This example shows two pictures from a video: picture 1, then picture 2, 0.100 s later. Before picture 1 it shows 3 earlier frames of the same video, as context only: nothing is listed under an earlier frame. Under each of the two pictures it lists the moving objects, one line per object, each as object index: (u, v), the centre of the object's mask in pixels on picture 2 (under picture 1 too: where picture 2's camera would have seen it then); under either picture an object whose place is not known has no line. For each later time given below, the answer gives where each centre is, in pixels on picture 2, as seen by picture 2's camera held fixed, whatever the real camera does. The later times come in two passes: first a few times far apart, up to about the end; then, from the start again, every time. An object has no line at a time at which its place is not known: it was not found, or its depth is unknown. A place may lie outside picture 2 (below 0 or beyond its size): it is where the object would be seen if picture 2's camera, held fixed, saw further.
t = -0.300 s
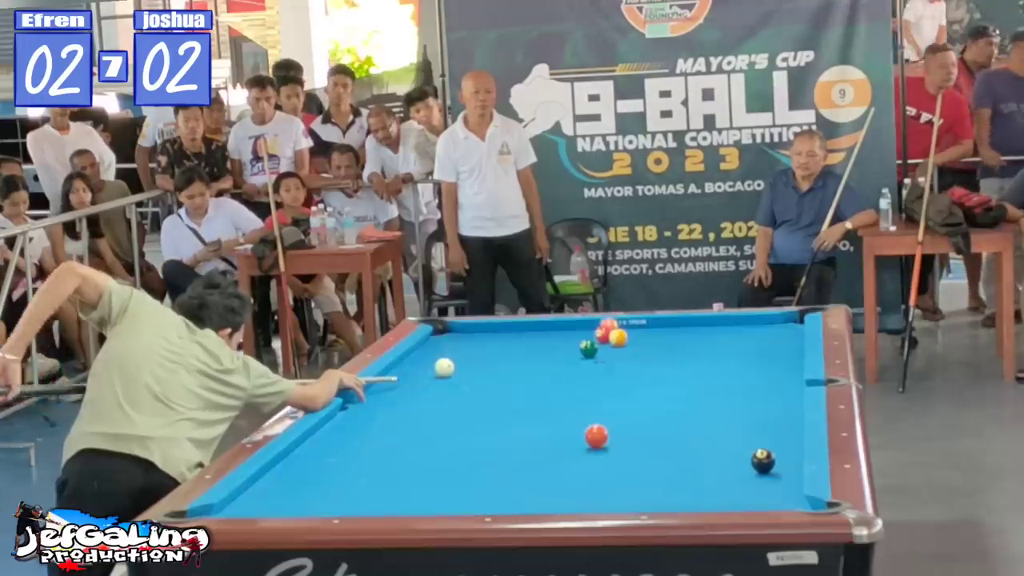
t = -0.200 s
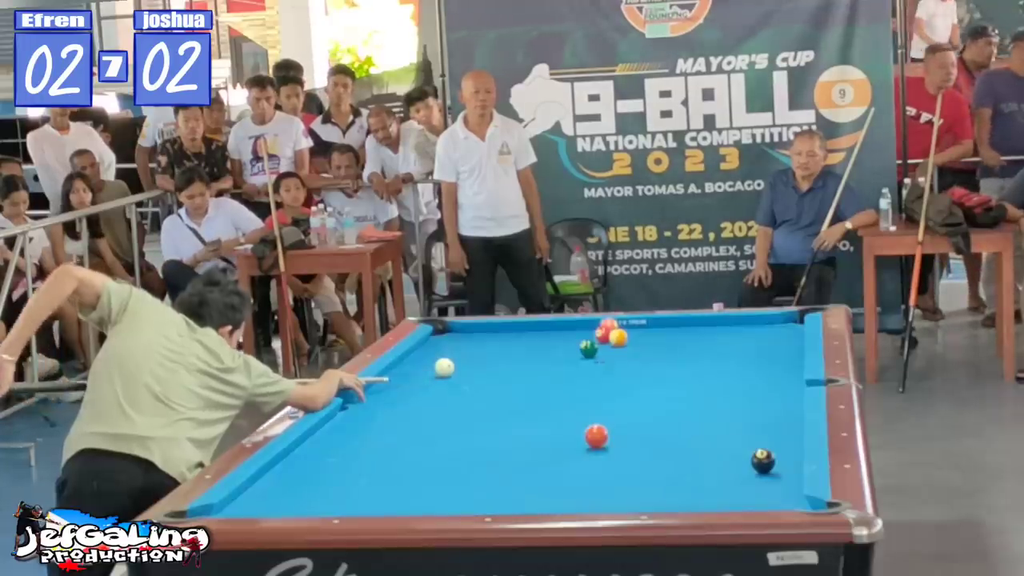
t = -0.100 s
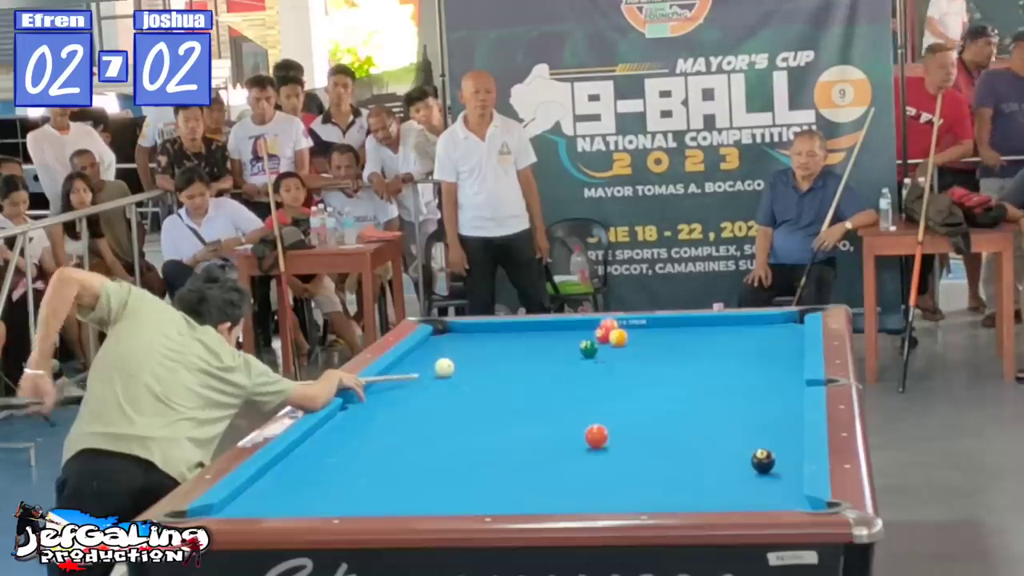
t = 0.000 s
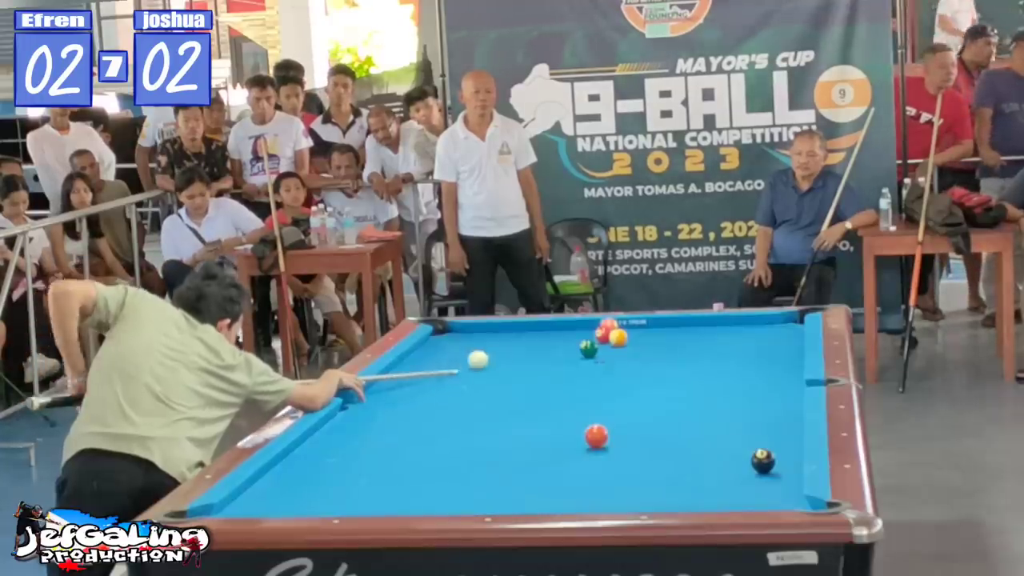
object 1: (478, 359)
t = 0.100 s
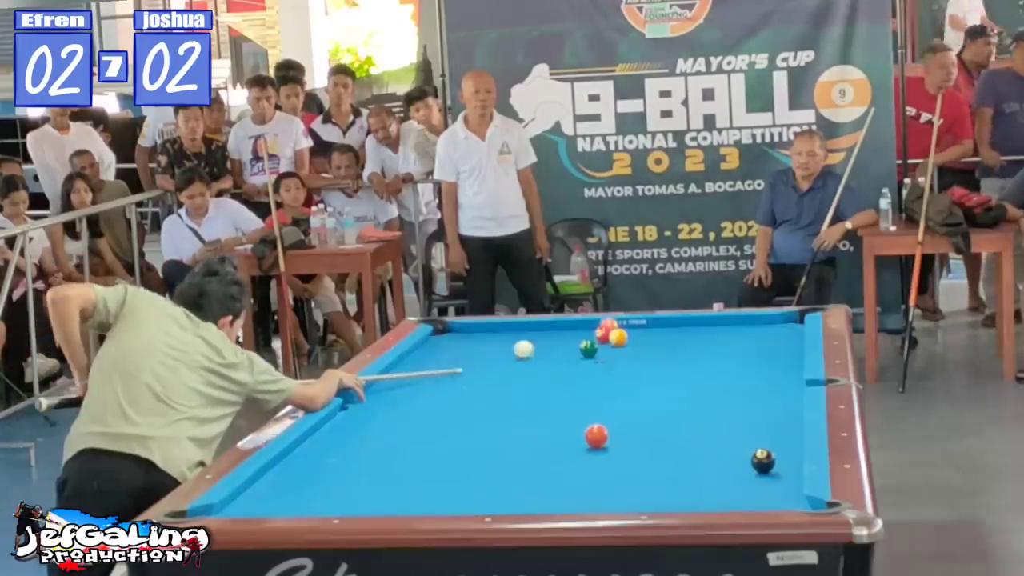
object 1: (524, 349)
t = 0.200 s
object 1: (563, 341)
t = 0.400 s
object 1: (580, 331)
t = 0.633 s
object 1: (569, 326)
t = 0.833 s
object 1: (558, 324)
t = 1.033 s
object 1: (538, 326)
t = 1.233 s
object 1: (519, 329)
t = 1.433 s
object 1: (500, 331)
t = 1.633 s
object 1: (483, 334)
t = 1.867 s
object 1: (463, 336)
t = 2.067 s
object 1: (447, 338)
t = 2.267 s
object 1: (431, 340)
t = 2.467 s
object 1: (429, 342)
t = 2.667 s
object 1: (434, 343)
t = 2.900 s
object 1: (439, 344)
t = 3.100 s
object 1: (443, 345)
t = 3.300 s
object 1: (446, 346)
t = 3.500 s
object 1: (449, 347)
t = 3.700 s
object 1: (451, 347)
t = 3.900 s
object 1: (453, 348)
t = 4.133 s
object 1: (455, 348)
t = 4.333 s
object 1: (456, 348)
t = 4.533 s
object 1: (457, 349)
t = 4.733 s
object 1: (457, 349)
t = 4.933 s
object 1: (457, 349)
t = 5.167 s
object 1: (457, 349)
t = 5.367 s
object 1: (457, 349)
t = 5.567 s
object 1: (457, 349)
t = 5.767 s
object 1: (457, 349)
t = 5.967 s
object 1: (457, 349)
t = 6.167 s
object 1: (457, 349)
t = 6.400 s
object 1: (457, 349)
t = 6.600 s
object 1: (457, 349)
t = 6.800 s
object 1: (457, 349)
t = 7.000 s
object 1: (457, 349)
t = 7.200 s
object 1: (457, 349)
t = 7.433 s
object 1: (457, 349)
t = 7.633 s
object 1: (457, 349)
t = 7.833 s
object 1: (457, 349)
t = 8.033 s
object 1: (457, 349)
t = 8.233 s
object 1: (457, 349)
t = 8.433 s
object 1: (457, 349)
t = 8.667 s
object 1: (457, 349)
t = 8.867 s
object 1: (457, 349)
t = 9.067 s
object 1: (457, 349)
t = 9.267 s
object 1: (457, 349)
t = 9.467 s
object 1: (457, 348)
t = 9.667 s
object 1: (457, 348)
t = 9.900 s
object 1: (457, 348)
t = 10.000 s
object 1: (457, 349)
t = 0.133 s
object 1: (537, 346)
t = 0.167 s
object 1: (550, 343)
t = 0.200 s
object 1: (563, 341)
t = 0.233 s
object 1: (574, 337)
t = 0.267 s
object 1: (585, 334)
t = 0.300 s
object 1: (585, 334)
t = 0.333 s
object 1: (584, 333)
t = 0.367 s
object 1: (582, 332)
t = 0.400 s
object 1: (580, 331)
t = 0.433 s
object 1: (578, 330)
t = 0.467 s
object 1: (577, 330)
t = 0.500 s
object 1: (575, 329)
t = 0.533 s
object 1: (574, 328)
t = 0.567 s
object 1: (572, 328)
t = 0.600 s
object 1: (571, 327)
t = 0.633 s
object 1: (569, 326)
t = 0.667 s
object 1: (568, 325)
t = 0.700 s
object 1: (566, 325)
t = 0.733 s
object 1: (565, 324)
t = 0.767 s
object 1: (563, 324)
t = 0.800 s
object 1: (561, 323)
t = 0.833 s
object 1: (558, 324)
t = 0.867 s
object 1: (554, 324)
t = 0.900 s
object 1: (551, 324)
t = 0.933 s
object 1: (548, 325)
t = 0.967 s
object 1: (545, 325)
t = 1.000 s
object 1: (541, 326)
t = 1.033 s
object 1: (538, 326)
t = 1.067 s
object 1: (535, 327)
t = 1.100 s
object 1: (532, 327)
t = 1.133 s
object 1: (528, 328)
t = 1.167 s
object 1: (525, 328)
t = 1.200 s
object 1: (522, 329)
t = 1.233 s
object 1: (519, 329)
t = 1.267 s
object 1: (516, 329)
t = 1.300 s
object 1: (513, 330)
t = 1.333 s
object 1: (510, 330)
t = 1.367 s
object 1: (506, 331)
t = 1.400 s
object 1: (503, 331)
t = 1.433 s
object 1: (500, 331)
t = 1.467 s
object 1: (497, 332)
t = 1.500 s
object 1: (494, 332)
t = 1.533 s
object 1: (492, 332)
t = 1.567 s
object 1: (489, 333)
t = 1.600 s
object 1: (486, 333)
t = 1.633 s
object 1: (483, 334)
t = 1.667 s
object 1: (480, 334)
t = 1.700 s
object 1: (477, 334)
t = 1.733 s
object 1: (474, 335)
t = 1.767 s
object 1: (471, 335)
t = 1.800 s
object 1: (469, 336)
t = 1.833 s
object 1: (466, 336)
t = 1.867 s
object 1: (463, 336)
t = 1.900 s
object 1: (460, 337)
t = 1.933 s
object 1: (457, 337)
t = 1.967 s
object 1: (455, 337)
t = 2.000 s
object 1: (452, 338)
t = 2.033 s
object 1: (449, 338)
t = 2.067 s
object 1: (447, 338)
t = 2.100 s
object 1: (444, 338)
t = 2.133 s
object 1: (441, 339)
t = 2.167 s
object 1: (439, 339)
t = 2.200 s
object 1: (436, 340)
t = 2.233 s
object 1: (434, 340)
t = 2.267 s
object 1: (431, 340)
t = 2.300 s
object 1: (429, 341)
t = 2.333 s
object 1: (426, 341)
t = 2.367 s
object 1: (427, 341)
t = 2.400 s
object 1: (427, 341)
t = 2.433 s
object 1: (429, 342)
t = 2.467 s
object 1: (429, 342)
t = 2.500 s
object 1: (430, 342)
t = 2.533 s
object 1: (431, 342)
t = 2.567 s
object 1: (432, 342)
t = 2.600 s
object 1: (432, 343)
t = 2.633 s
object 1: (433, 343)
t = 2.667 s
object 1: (434, 343)
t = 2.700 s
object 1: (435, 343)
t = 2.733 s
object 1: (435, 343)
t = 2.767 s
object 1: (436, 343)
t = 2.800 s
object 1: (437, 344)
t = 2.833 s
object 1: (437, 344)
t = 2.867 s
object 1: (438, 344)
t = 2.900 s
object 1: (439, 344)
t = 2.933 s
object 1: (439, 344)
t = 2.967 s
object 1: (440, 344)
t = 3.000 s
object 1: (441, 344)
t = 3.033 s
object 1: (442, 344)
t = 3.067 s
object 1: (442, 345)
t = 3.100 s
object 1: (443, 345)
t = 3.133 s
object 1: (443, 345)
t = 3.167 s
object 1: (444, 345)
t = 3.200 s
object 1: (444, 345)
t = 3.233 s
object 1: (445, 346)
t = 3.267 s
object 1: (446, 346)
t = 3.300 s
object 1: (446, 346)
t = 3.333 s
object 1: (447, 346)
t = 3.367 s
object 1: (447, 346)
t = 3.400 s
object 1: (447, 346)
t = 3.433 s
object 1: (448, 347)
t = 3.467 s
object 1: (448, 347)
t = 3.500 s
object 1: (449, 347)
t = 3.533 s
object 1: (449, 347)
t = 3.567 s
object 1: (450, 347)
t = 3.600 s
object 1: (450, 347)
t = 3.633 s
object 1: (451, 347)
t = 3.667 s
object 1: (451, 347)
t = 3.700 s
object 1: (451, 347)
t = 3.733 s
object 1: (451, 347)
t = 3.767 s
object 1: (452, 347)
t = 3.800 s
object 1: (452, 348)
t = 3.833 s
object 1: (452, 348)
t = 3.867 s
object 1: (453, 348)
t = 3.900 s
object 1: (453, 348)
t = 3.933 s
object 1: (453, 348)
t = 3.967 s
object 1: (454, 348)
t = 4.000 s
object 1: (454, 348)
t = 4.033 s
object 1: (454, 348)
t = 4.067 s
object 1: (454, 348)
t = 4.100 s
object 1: (454, 348)
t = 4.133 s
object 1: (455, 348)
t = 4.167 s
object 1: (455, 348)
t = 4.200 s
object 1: (455, 348)
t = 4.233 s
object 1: (455, 348)
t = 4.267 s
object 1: (456, 348)
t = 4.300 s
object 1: (456, 348)
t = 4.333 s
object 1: (456, 348)
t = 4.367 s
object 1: (456, 348)
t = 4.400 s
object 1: (456, 348)
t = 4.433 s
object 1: (456, 349)
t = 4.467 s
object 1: (456, 349)
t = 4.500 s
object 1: (457, 349)
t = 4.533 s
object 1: (457, 349)
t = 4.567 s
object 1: (457, 349)
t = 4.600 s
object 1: (457, 349)
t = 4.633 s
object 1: (457, 349)
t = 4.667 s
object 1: (457, 349)
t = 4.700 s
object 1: (457, 349)
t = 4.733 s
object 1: (457, 349)
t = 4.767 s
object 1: (457, 349)
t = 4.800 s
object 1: (457, 349)
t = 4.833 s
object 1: (457, 349)
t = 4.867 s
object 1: (457, 349)
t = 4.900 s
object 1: (457, 349)
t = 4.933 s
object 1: (457, 349)
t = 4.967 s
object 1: (457, 349)
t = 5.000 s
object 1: (457, 349)
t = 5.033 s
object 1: (457, 349)
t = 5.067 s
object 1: (457, 349)
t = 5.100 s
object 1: (457, 349)
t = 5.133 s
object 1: (457, 349)
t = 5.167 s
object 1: (457, 349)
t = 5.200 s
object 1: (457, 349)
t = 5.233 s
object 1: (457, 349)
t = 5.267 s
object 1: (457, 349)
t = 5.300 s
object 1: (457, 349)
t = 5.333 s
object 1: (457, 349)
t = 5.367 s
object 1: (457, 349)
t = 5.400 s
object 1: (457, 349)
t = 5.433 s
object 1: (457, 349)
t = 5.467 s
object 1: (457, 349)
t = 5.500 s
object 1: (457, 349)
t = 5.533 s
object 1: (457, 349)
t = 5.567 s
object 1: (457, 349)
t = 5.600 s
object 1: (457, 349)
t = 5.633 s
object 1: (457, 349)
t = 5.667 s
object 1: (457, 349)
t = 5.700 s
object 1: (457, 349)
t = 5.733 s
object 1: (457, 349)
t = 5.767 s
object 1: (457, 349)
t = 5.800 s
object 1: (457, 349)
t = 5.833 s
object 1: (457, 349)
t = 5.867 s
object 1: (457, 349)
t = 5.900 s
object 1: (457, 349)
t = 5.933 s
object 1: (457, 349)
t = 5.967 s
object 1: (457, 349)
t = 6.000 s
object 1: (457, 349)
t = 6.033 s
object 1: (457, 349)
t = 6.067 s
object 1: (457, 349)
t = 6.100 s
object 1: (457, 349)
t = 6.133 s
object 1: (457, 349)
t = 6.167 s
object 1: (457, 349)
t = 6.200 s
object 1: (457, 349)
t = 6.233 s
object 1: (457, 349)
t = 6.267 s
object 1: (457, 349)
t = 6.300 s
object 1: (457, 349)
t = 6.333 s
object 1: (457, 349)
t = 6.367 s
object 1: (457, 349)
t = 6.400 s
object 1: (457, 349)
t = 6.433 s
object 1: (457, 349)
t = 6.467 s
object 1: (457, 349)
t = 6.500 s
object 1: (457, 349)
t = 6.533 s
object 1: (457, 349)
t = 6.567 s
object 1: (457, 349)
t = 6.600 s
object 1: (457, 349)
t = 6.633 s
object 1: (457, 349)
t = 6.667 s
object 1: (457, 349)
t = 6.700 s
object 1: (457, 349)
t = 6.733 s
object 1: (457, 349)
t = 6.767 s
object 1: (457, 349)
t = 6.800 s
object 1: (457, 349)
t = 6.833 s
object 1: (457, 349)
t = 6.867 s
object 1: (457, 349)
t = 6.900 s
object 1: (457, 349)
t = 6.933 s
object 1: (457, 349)
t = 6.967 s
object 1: (457, 349)
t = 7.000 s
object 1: (457, 349)
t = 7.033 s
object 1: (457, 349)
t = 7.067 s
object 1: (457, 349)
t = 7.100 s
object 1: (457, 349)
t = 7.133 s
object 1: (457, 349)
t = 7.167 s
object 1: (457, 349)
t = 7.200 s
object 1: (457, 349)
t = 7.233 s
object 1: (457, 349)
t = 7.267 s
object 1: (457, 349)
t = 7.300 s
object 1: (457, 349)
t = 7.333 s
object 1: (457, 349)
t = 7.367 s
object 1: (457, 349)
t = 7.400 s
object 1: (457, 349)
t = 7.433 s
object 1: (457, 349)
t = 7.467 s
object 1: (457, 349)
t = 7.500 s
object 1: (457, 349)
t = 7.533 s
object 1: (457, 349)
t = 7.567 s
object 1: (457, 349)
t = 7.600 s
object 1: (457, 349)
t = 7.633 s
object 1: (457, 349)
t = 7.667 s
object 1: (457, 349)
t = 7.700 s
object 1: (457, 349)
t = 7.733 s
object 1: (457, 349)
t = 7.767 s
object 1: (457, 349)
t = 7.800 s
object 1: (457, 349)
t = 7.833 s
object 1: (457, 349)
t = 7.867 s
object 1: (457, 349)
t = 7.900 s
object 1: (457, 349)
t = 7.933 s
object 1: (457, 349)
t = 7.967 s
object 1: (457, 349)
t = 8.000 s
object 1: (457, 349)
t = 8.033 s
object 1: (457, 349)
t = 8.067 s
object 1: (457, 349)
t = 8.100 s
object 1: (457, 349)
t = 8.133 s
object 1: (457, 349)
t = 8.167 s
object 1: (457, 349)
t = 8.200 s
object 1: (457, 349)
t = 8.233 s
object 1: (457, 349)
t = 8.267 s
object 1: (457, 349)
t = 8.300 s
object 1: (457, 349)
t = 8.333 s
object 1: (457, 349)
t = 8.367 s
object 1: (457, 349)
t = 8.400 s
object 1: (457, 349)
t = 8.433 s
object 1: (457, 349)
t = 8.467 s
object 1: (457, 349)
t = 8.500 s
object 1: (457, 349)
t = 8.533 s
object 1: (457, 349)
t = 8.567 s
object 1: (457, 349)
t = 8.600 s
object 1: (457, 349)
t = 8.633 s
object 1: (457, 349)
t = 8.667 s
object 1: (457, 349)
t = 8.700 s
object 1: (457, 349)
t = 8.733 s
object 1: (457, 349)
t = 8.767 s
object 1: (457, 349)
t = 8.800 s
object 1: (457, 349)
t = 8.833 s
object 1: (457, 349)
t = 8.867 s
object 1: (457, 349)
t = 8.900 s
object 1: (457, 349)
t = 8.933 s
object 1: (457, 349)
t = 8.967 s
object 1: (457, 349)
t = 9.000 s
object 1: (457, 349)
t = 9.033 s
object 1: (457, 349)
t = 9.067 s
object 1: (457, 349)
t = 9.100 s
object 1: (457, 349)
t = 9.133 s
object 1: (457, 349)
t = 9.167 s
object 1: (457, 349)
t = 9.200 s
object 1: (457, 349)
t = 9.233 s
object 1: (457, 349)
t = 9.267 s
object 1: (457, 349)
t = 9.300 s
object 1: (457, 349)
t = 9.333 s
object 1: (457, 349)
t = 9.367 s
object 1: (457, 349)
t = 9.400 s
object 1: (457, 349)
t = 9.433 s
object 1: (457, 349)
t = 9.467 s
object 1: (457, 348)
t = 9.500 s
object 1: (457, 349)
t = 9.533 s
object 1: (457, 348)
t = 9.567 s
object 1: (457, 348)
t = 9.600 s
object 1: (457, 348)
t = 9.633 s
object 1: (457, 348)
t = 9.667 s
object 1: (457, 348)
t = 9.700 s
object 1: (457, 348)
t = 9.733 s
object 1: (457, 348)
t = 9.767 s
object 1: (457, 348)
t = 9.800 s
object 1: (457, 348)
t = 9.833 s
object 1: (457, 348)
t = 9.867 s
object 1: (457, 348)
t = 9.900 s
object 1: (457, 348)
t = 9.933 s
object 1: (457, 349)
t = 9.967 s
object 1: (457, 349)
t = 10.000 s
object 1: (457, 349)
